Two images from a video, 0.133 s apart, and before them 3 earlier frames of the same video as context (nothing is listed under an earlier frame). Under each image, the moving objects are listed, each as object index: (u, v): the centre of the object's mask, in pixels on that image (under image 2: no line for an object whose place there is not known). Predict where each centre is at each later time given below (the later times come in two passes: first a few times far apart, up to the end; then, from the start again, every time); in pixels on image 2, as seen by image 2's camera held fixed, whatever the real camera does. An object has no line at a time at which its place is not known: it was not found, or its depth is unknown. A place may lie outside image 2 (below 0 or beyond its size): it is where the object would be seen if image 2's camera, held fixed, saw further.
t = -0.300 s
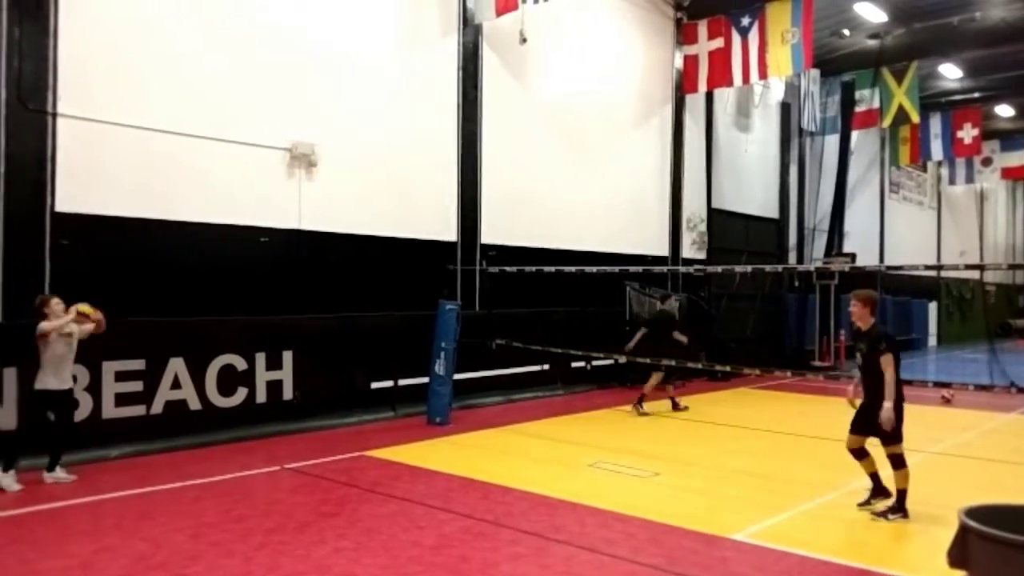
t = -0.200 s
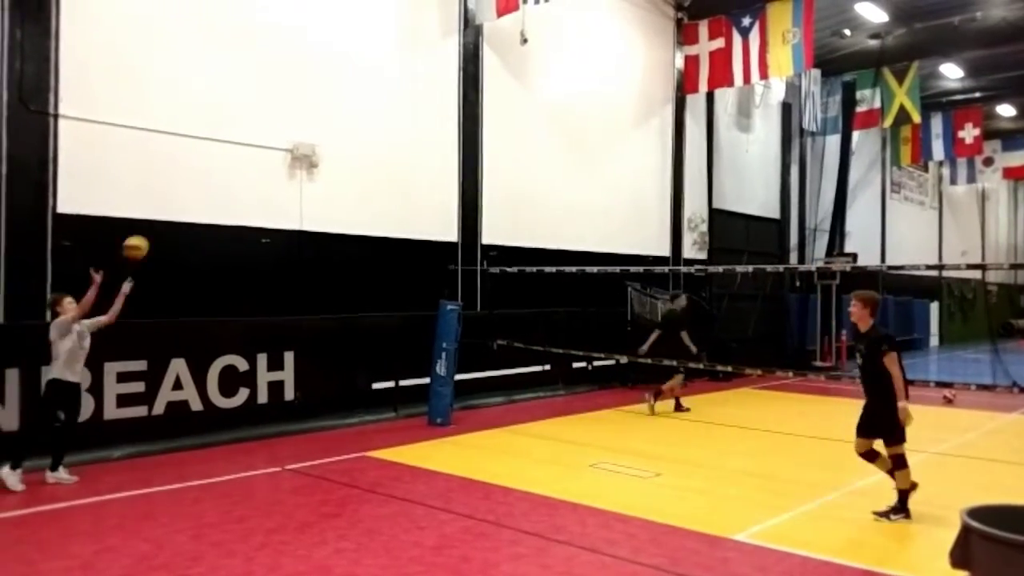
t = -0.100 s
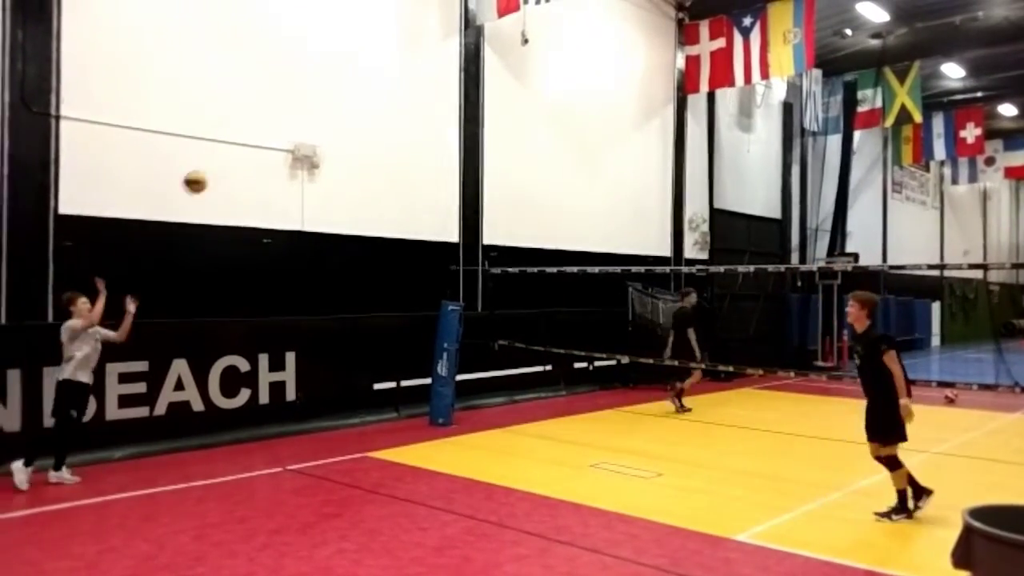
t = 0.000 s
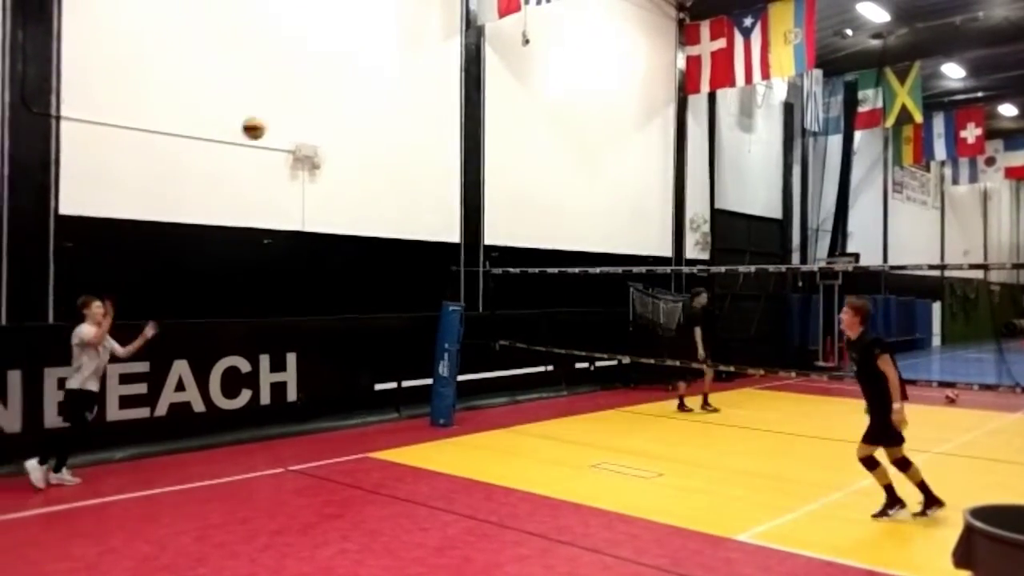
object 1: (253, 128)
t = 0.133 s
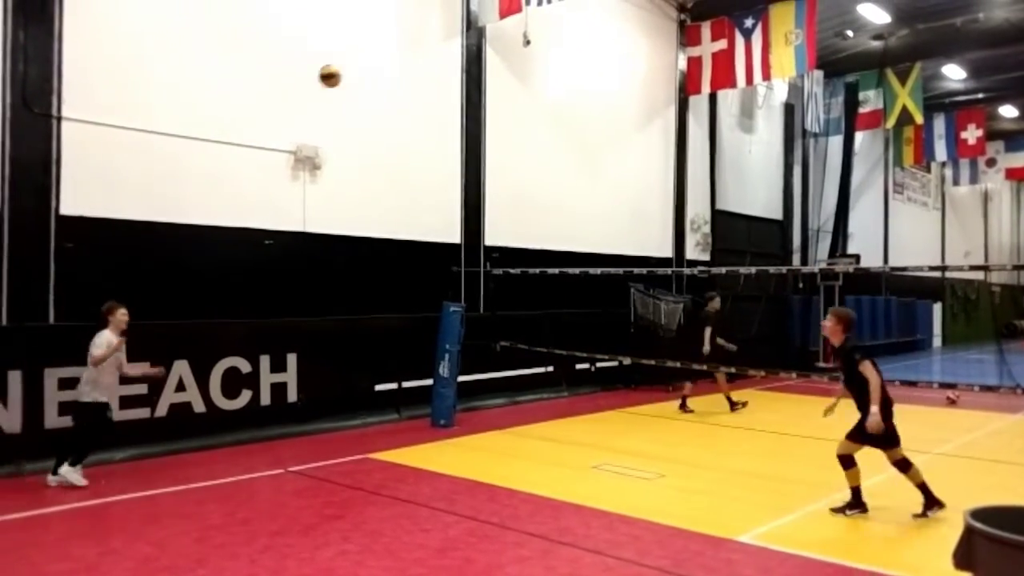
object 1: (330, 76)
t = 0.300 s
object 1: (420, 40)
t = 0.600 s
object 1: (582, 53)
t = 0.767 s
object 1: (669, 106)
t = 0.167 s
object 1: (348, 66)
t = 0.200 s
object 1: (366, 57)
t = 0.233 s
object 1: (385, 50)
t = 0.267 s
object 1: (403, 44)
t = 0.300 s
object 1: (420, 40)
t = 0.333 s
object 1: (439, 36)
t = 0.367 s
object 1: (458, 33)
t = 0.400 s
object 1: (475, 32)
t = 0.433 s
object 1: (493, 33)
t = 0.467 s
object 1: (511, 35)
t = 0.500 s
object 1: (529, 37)
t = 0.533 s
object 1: (546, 41)
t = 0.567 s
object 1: (564, 46)
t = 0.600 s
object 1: (582, 53)
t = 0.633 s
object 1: (599, 61)
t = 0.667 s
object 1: (617, 70)
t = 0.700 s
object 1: (634, 81)
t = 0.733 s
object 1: (651, 93)
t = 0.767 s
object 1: (669, 106)
